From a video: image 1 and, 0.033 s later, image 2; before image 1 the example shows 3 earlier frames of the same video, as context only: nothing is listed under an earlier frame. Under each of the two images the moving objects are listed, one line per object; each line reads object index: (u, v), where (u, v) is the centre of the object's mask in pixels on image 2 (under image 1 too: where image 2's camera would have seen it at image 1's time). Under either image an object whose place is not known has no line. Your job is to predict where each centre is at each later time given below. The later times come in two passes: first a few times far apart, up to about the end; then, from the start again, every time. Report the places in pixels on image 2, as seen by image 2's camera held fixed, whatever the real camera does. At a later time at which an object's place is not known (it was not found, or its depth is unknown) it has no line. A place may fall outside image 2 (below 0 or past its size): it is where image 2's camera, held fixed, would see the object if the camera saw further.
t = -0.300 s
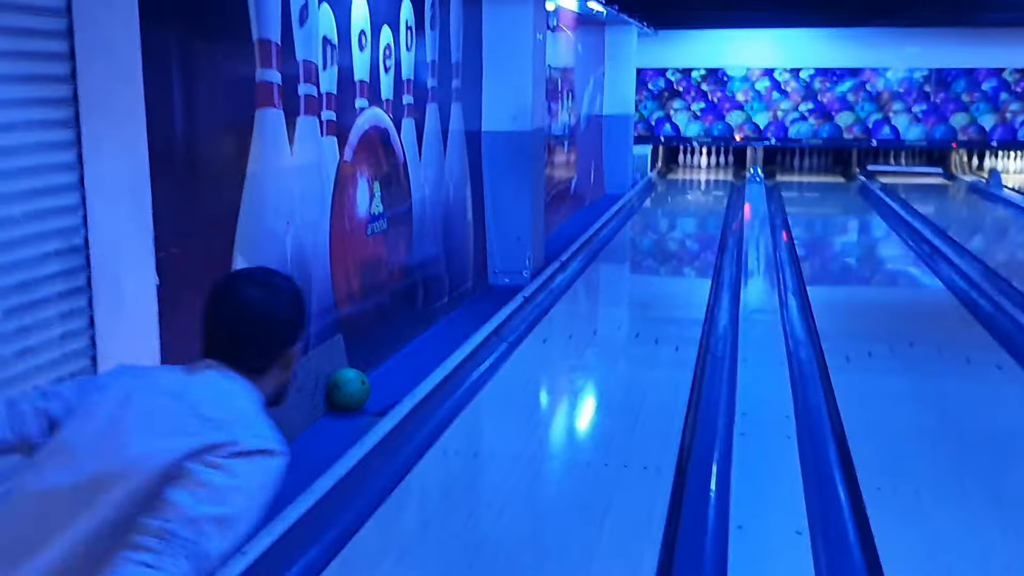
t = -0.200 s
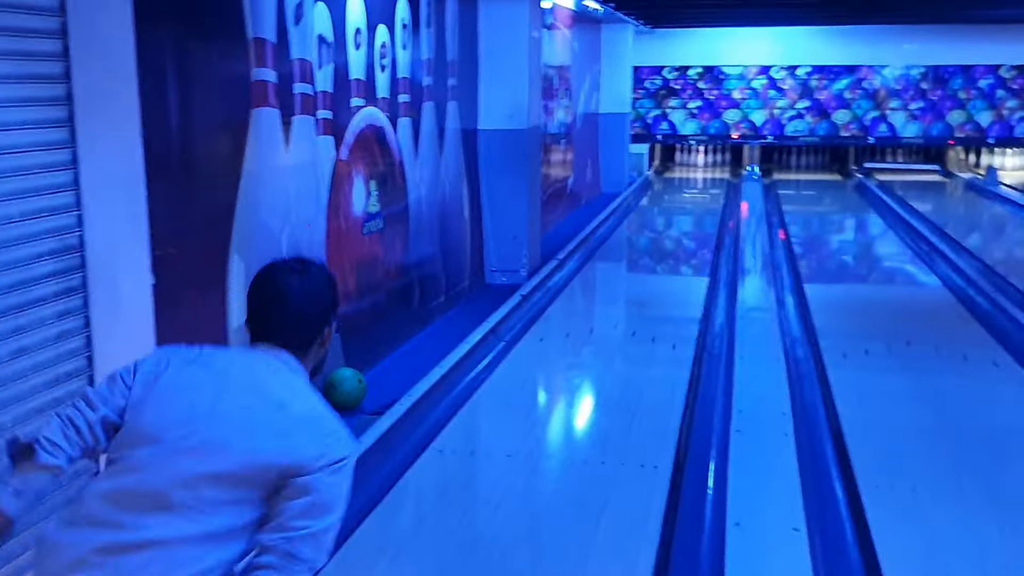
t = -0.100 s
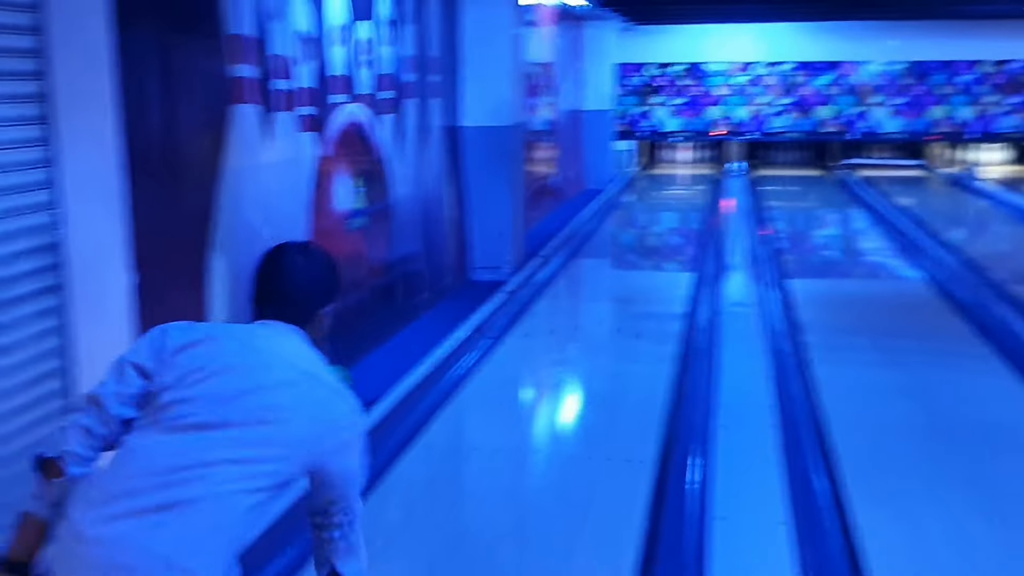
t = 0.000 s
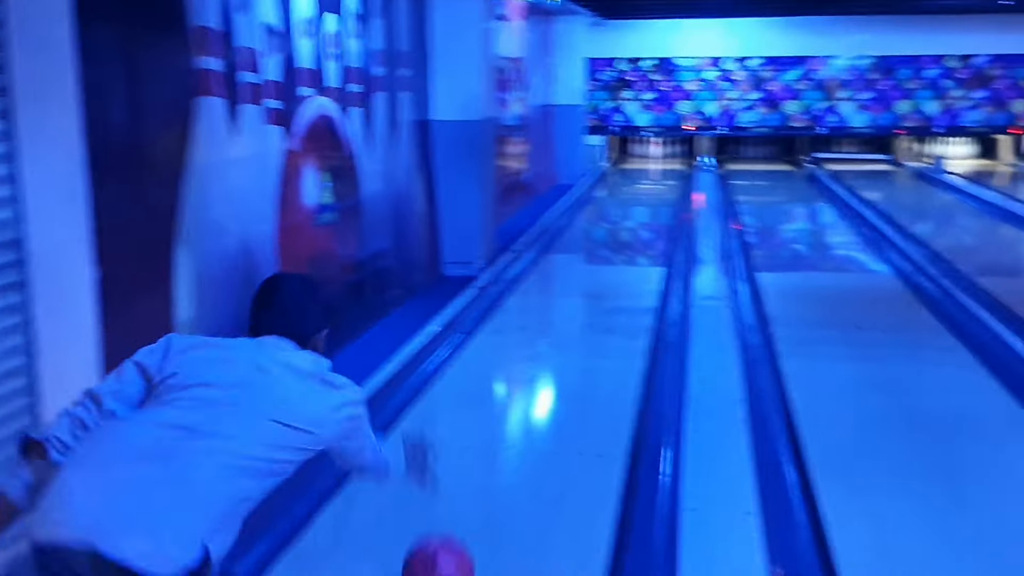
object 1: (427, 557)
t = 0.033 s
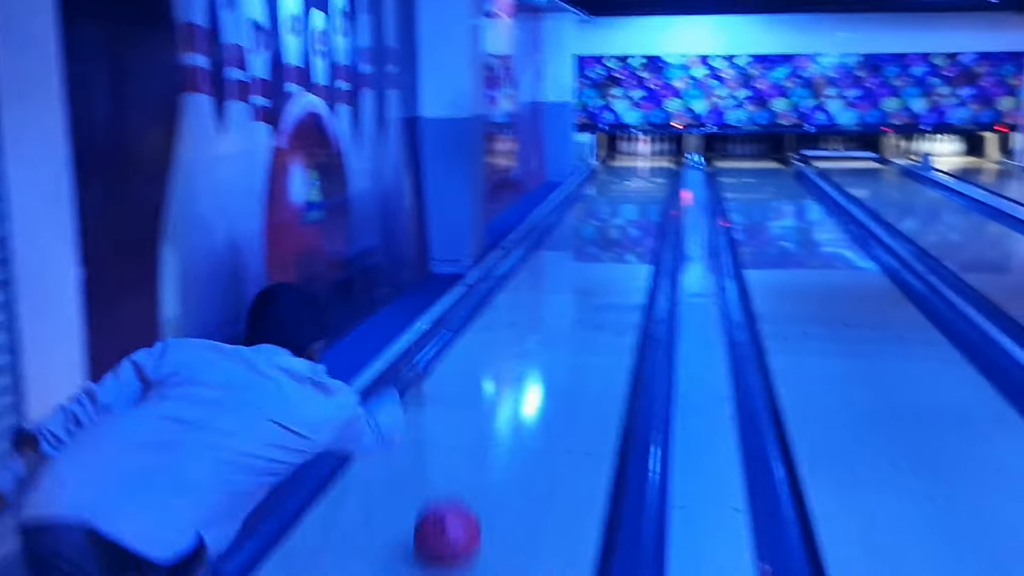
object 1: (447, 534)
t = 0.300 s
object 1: (540, 356)
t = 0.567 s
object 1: (581, 277)
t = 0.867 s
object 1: (606, 229)
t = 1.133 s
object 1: (619, 204)
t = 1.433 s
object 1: (630, 185)
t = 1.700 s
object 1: (636, 172)
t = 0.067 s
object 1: (464, 500)
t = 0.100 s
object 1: (480, 471)
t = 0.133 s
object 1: (493, 447)
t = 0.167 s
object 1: (504, 424)
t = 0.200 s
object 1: (515, 402)
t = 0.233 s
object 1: (524, 385)
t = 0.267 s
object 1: (532, 370)
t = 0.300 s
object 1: (540, 356)
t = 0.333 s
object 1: (547, 342)
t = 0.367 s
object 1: (552, 331)
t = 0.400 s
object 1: (559, 320)
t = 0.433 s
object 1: (564, 310)
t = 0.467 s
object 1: (569, 301)
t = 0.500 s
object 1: (573, 292)
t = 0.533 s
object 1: (577, 284)
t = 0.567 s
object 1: (581, 277)
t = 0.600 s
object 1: (584, 271)
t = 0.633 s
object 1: (588, 264)
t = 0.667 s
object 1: (591, 258)
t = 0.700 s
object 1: (594, 253)
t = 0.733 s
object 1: (596, 247)
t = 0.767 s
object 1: (599, 242)
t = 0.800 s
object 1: (601, 238)
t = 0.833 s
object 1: (604, 233)
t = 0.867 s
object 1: (606, 229)
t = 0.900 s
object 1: (608, 225)
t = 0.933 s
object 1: (610, 222)
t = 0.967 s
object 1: (612, 219)
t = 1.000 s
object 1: (614, 215)
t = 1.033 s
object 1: (615, 213)
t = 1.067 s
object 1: (617, 209)
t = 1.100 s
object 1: (618, 207)
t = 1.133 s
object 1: (619, 204)
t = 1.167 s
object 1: (621, 201)
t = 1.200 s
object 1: (622, 199)
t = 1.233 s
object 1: (623, 197)
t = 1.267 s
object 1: (624, 195)
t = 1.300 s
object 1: (625, 193)
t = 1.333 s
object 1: (627, 191)
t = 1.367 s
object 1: (628, 189)
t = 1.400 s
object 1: (629, 187)
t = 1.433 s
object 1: (630, 185)
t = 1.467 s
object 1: (631, 183)
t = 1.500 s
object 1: (632, 182)
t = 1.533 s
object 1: (632, 180)
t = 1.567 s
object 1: (633, 178)
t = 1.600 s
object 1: (634, 176)
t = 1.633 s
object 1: (634, 175)
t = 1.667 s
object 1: (635, 174)
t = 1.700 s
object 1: (636, 172)
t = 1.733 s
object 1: (636, 171)
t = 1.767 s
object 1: (637, 170)
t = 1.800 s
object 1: (638, 168)
